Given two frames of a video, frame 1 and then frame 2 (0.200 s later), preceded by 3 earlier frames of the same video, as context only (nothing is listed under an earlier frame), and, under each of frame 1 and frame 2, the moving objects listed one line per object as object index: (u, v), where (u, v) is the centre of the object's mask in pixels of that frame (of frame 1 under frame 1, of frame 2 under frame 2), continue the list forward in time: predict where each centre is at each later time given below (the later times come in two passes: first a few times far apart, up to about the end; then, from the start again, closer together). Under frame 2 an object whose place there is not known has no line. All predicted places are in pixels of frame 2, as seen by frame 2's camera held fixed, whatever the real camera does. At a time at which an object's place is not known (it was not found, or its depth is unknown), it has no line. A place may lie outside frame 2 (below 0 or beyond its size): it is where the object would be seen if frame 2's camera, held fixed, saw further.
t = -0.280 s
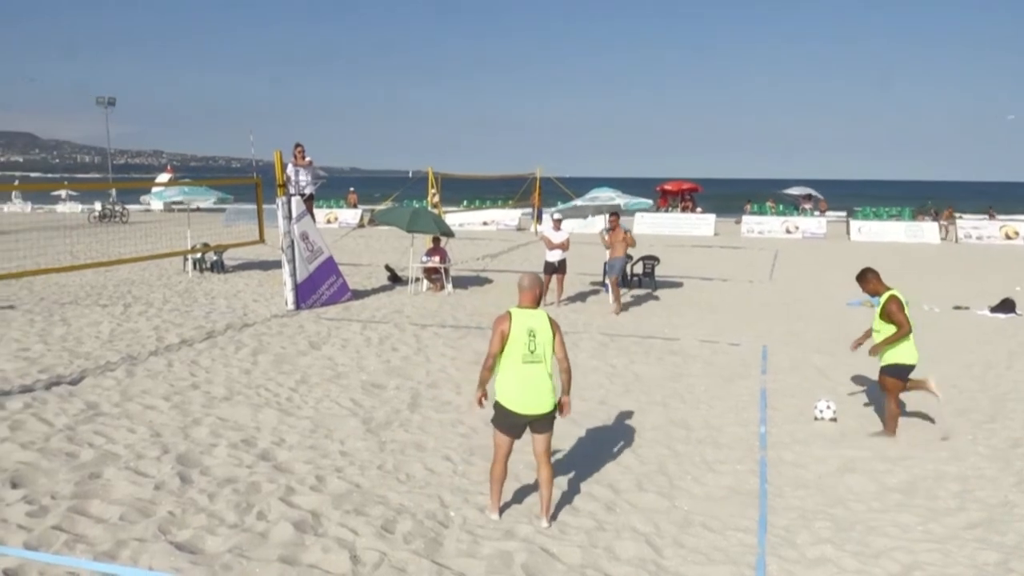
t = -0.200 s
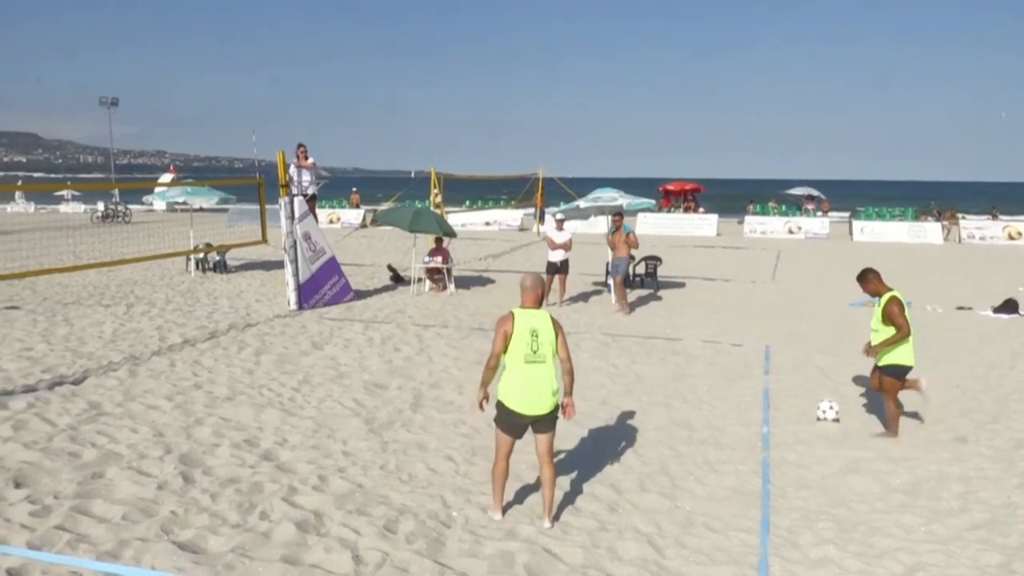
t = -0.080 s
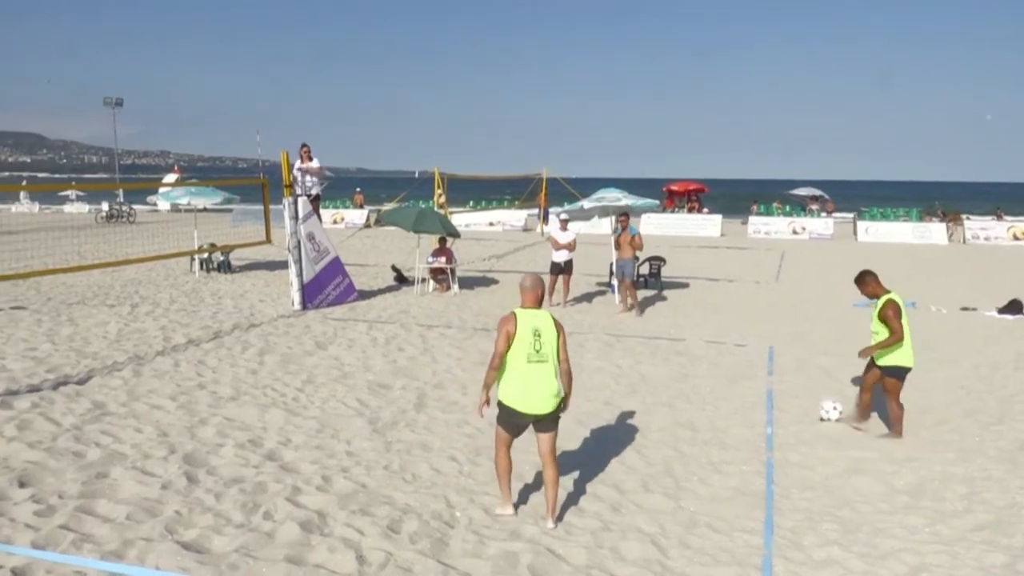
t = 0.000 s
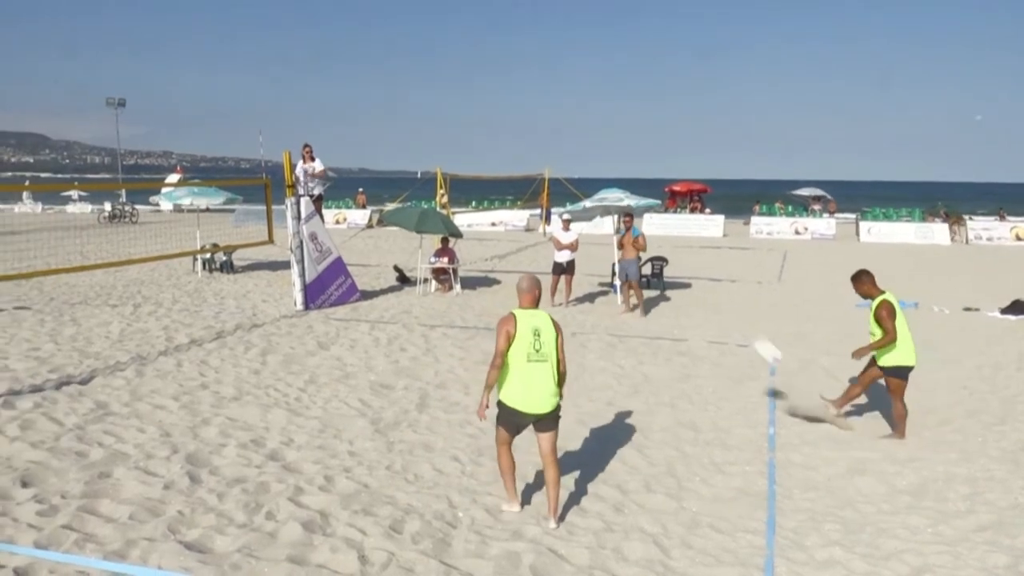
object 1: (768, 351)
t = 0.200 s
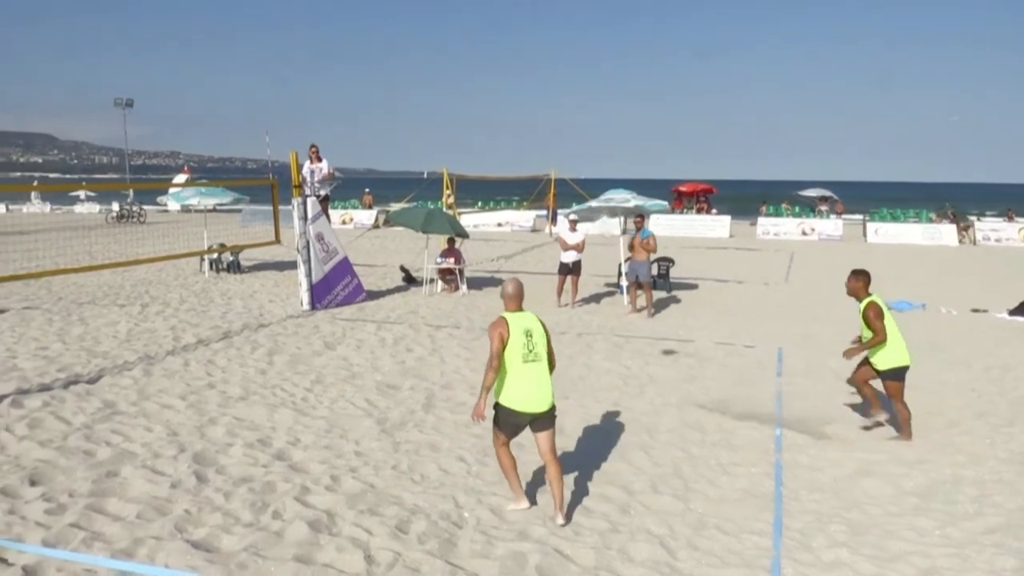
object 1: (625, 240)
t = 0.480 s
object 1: (397, 129)
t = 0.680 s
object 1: (268, 109)
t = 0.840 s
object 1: (173, 119)
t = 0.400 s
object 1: (455, 149)
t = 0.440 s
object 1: (427, 138)
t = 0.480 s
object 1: (397, 129)
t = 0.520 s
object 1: (371, 123)
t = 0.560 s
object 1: (344, 116)
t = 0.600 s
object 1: (318, 112)
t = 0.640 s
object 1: (293, 110)
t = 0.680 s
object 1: (268, 109)
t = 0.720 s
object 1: (243, 110)
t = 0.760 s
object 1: (219, 112)
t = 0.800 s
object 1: (196, 115)
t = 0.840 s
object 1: (173, 119)
